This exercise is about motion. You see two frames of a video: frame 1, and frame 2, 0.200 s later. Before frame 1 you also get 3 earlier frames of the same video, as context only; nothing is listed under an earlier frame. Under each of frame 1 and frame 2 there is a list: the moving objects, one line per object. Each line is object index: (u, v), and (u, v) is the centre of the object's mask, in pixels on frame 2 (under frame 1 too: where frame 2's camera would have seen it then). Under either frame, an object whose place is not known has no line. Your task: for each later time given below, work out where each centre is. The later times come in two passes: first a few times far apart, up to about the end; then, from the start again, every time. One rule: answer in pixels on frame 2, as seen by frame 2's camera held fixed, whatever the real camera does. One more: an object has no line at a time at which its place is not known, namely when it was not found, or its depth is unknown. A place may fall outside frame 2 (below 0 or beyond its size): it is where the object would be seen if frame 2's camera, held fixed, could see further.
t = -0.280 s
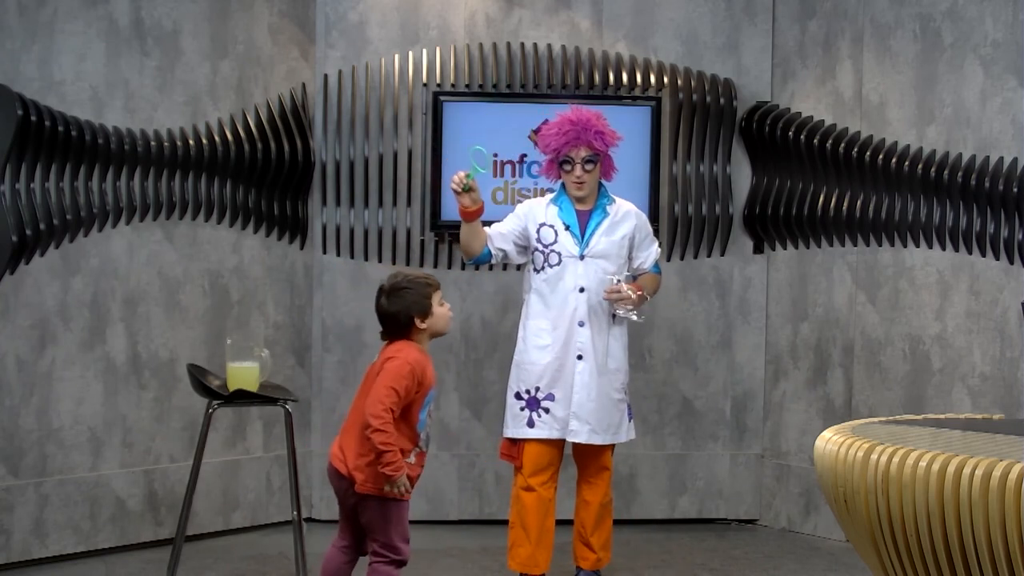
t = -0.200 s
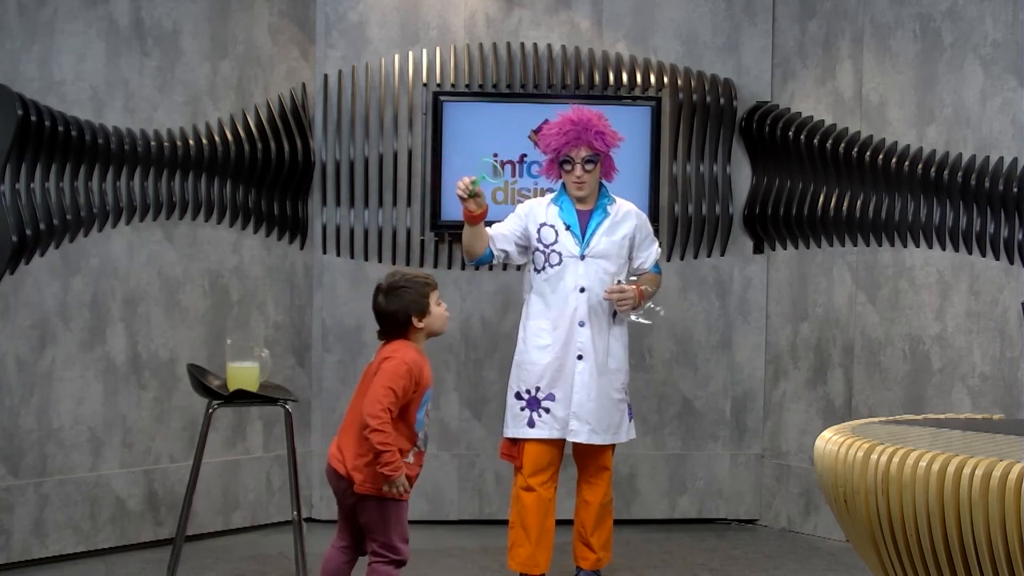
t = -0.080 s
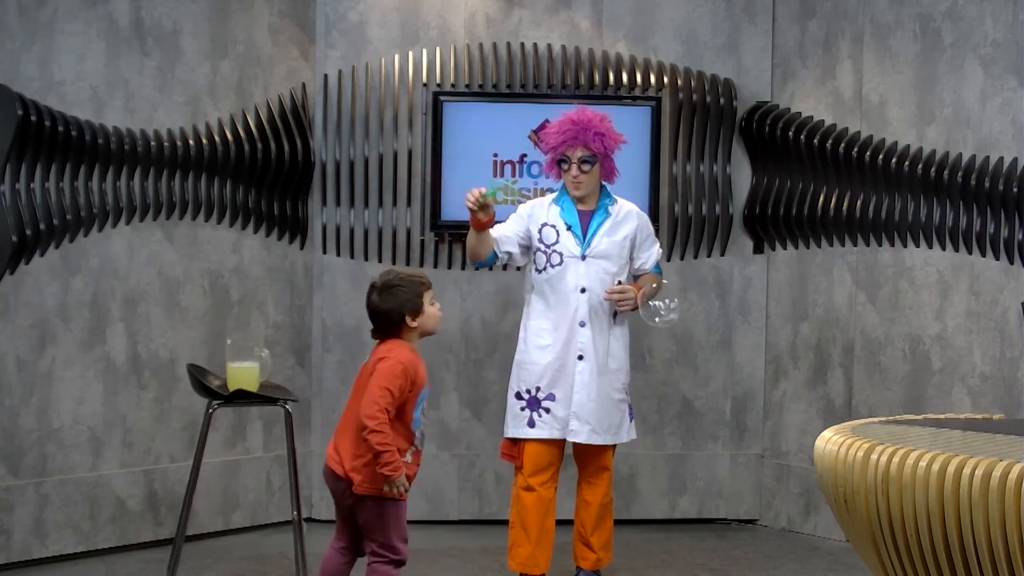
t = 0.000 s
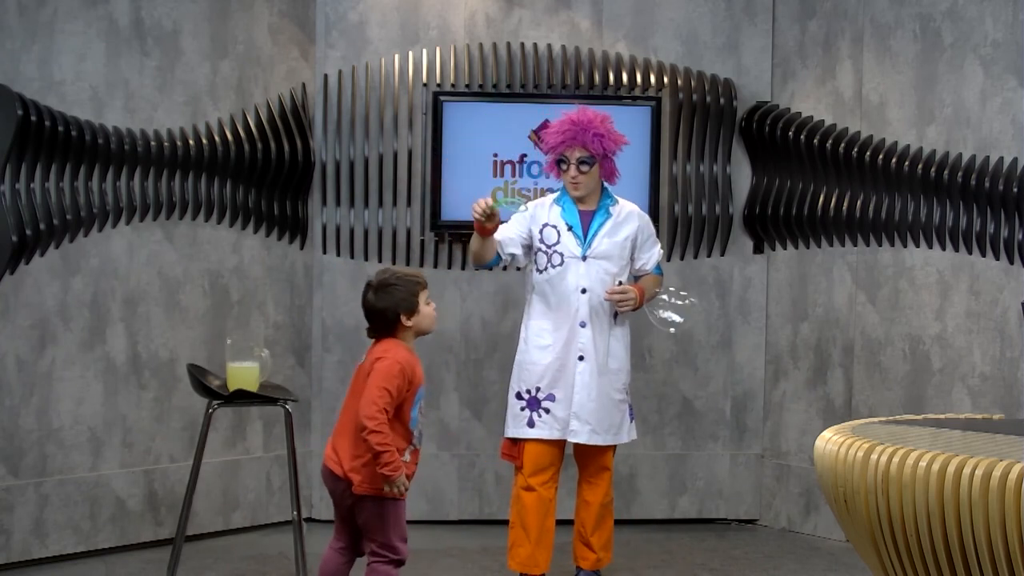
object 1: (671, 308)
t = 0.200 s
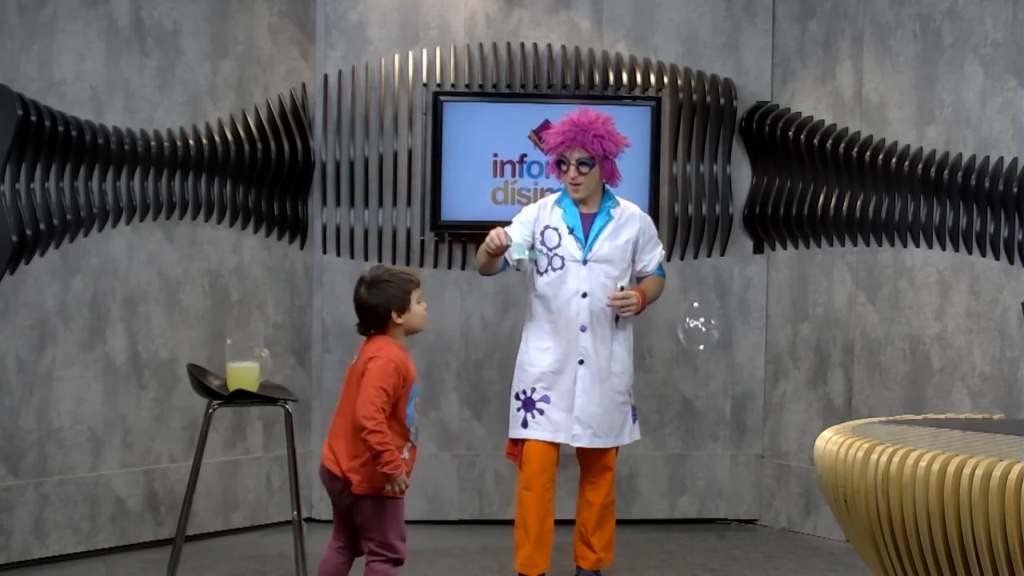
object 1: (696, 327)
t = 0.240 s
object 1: (701, 329)
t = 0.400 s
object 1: (713, 350)
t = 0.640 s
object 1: (728, 393)
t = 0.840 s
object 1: (731, 431)
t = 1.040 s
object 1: (734, 469)
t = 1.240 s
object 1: (734, 511)
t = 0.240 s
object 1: (701, 329)
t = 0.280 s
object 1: (704, 336)
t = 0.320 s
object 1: (709, 341)
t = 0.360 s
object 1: (713, 347)
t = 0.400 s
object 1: (713, 350)
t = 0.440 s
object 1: (718, 358)
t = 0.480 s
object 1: (721, 365)
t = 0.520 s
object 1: (724, 373)
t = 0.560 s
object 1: (726, 378)
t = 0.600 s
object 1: (726, 387)
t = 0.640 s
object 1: (728, 393)
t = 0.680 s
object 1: (729, 400)
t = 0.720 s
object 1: (729, 407)
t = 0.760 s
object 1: (730, 415)
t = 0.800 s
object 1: (730, 421)
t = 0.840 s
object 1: (731, 431)
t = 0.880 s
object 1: (731, 437)
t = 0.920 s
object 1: (733, 445)
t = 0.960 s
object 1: (734, 453)
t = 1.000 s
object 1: (733, 461)
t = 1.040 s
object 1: (734, 469)
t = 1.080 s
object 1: (733, 478)
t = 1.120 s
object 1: (733, 485)
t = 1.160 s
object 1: (734, 493)
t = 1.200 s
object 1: (734, 502)
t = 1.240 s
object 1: (734, 511)
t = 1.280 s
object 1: (733, 519)
